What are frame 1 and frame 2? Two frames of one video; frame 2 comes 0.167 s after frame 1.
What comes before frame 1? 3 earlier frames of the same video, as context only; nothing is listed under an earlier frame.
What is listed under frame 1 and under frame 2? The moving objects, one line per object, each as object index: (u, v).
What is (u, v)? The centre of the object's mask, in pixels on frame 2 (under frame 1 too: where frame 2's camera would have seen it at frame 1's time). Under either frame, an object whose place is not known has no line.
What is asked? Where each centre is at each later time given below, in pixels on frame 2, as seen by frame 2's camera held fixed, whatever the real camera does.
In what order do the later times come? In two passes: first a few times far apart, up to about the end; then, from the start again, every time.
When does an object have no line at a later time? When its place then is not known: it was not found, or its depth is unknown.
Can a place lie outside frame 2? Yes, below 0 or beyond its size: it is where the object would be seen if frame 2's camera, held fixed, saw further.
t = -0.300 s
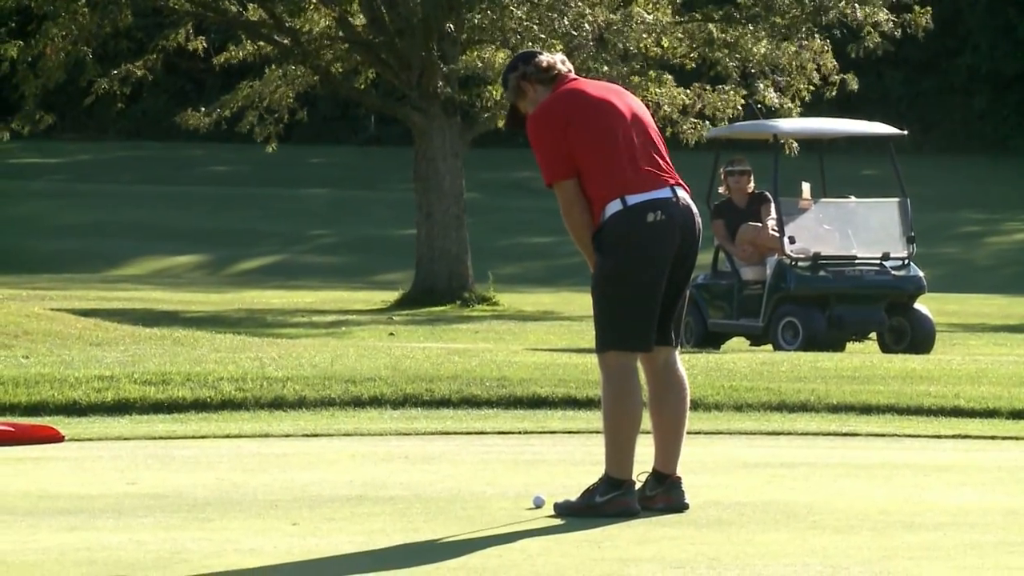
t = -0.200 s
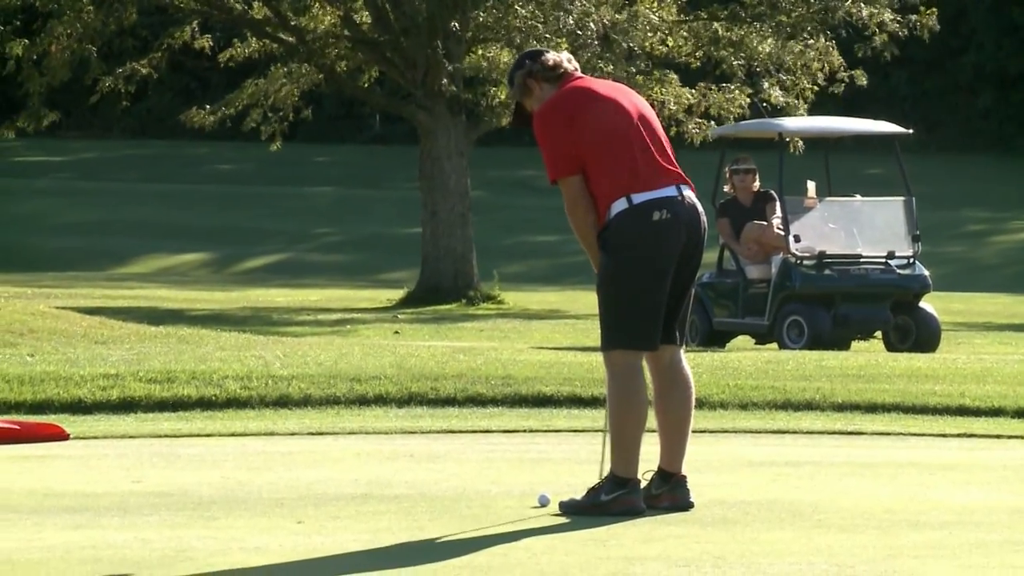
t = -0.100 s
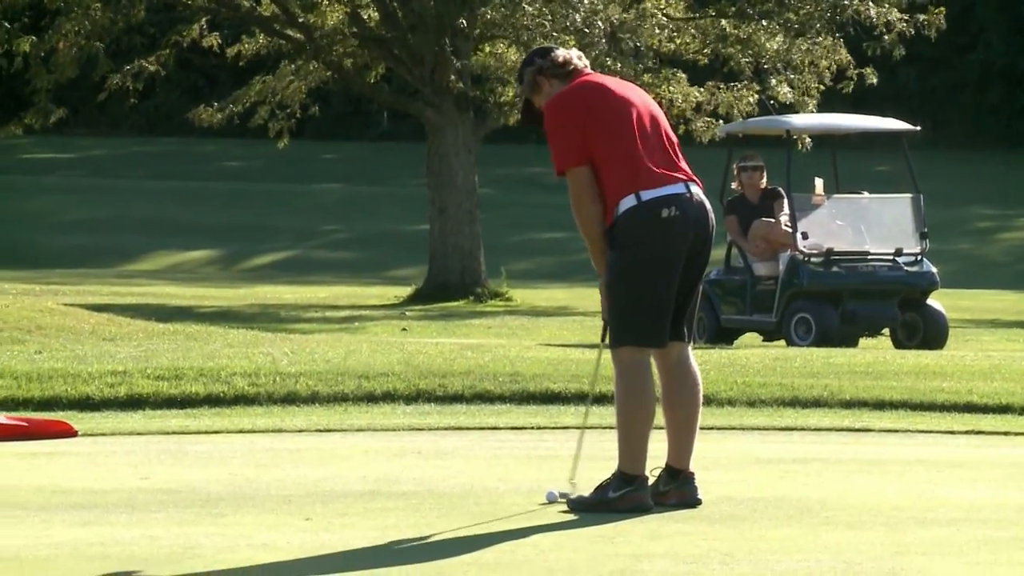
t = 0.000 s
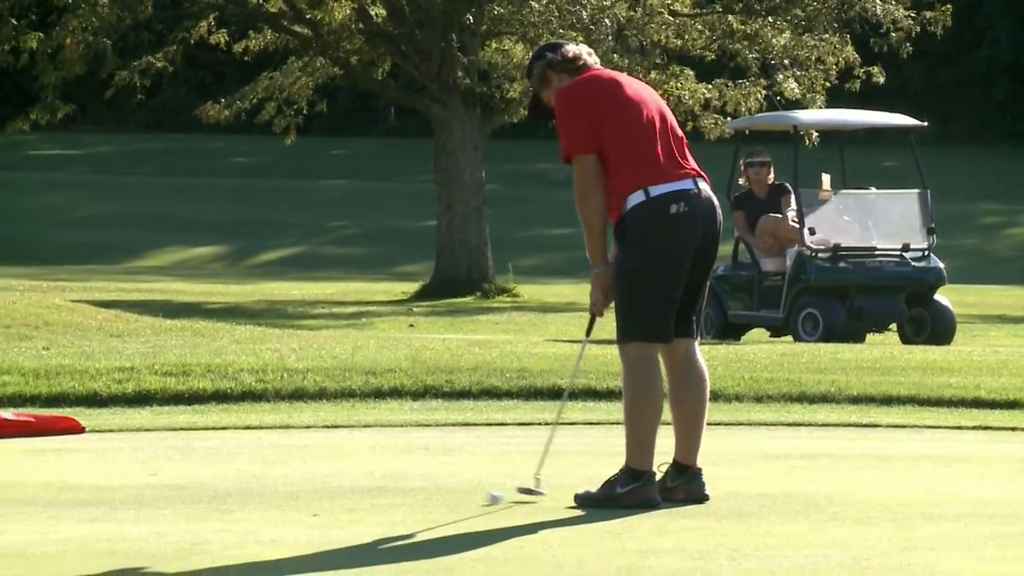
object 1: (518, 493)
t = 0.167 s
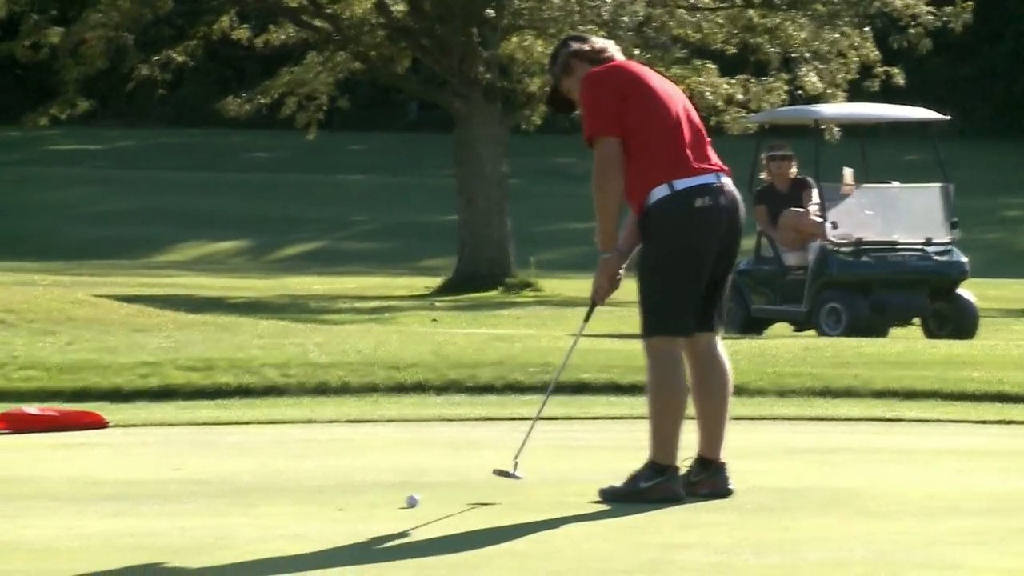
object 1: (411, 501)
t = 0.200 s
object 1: (392, 502)
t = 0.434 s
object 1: (256, 512)
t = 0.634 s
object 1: (139, 521)
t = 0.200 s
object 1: (392, 502)
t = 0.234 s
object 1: (373, 503)
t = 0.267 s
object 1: (353, 505)
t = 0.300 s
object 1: (333, 506)
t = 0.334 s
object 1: (314, 508)
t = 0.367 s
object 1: (294, 510)
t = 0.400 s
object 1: (275, 510)
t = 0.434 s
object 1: (256, 512)
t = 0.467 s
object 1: (235, 513)
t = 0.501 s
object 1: (216, 515)
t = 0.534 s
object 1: (197, 517)
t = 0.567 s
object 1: (178, 518)
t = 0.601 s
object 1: (158, 520)
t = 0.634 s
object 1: (139, 521)
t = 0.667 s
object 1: (119, 523)
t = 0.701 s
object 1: (98, 525)
